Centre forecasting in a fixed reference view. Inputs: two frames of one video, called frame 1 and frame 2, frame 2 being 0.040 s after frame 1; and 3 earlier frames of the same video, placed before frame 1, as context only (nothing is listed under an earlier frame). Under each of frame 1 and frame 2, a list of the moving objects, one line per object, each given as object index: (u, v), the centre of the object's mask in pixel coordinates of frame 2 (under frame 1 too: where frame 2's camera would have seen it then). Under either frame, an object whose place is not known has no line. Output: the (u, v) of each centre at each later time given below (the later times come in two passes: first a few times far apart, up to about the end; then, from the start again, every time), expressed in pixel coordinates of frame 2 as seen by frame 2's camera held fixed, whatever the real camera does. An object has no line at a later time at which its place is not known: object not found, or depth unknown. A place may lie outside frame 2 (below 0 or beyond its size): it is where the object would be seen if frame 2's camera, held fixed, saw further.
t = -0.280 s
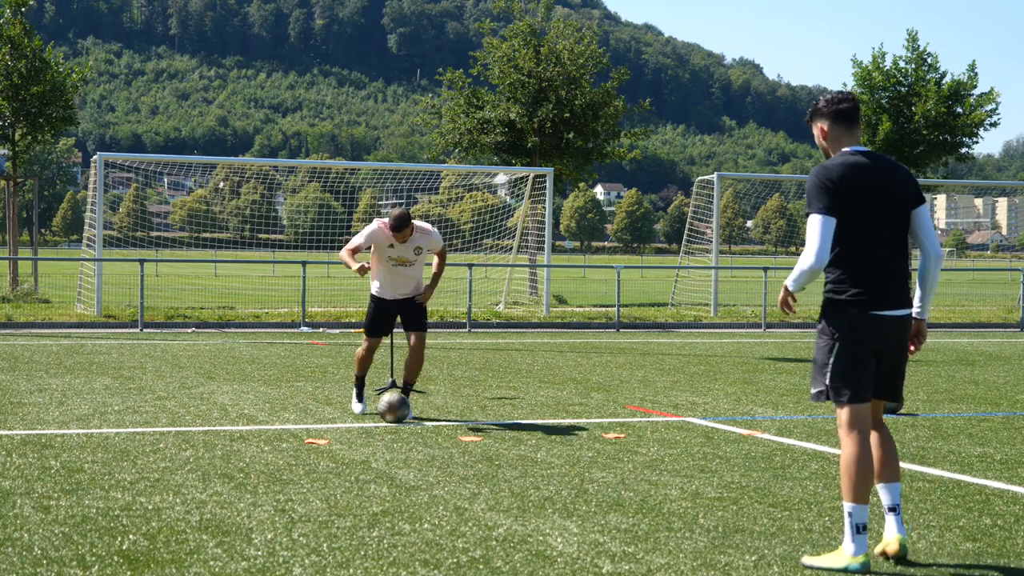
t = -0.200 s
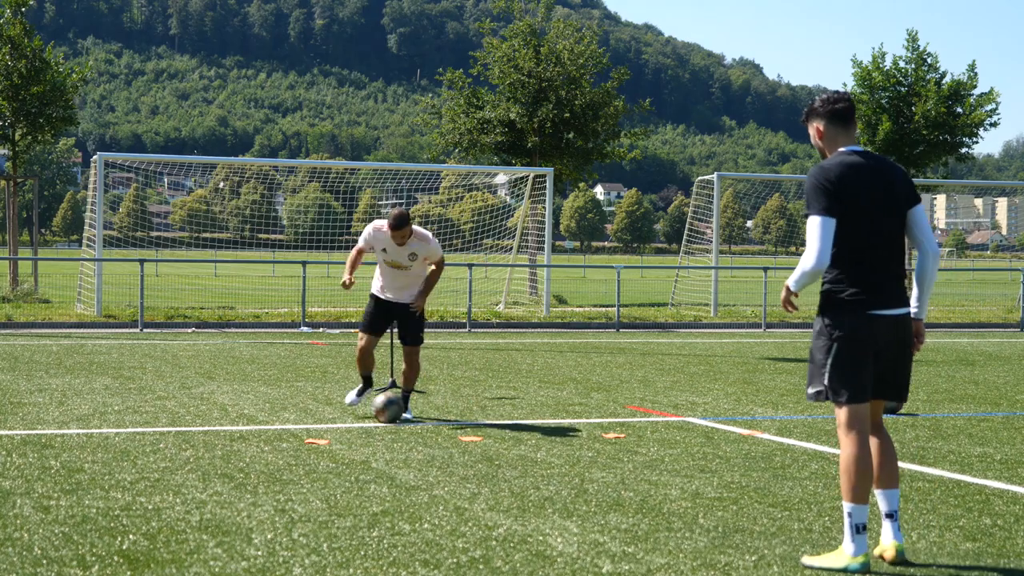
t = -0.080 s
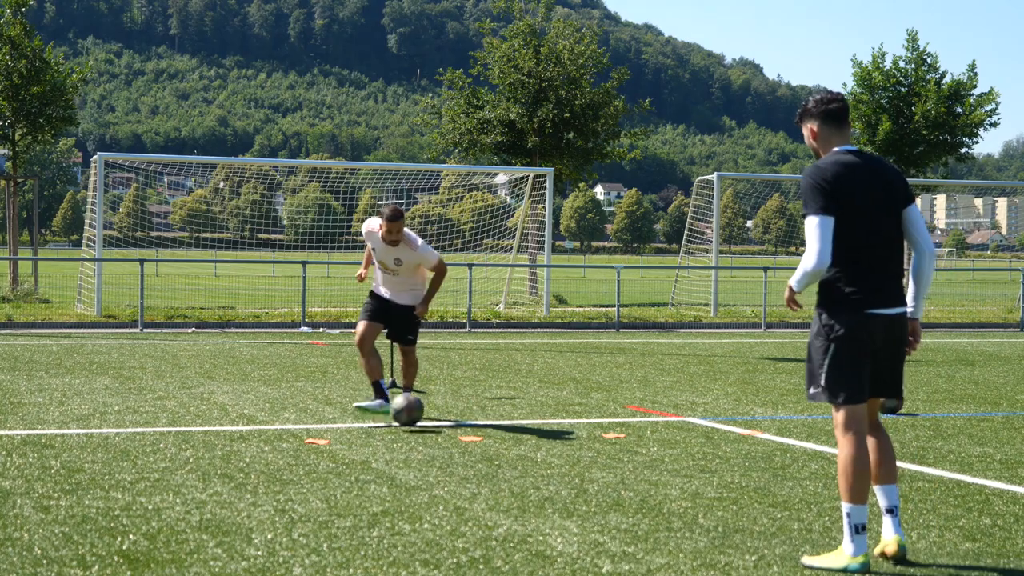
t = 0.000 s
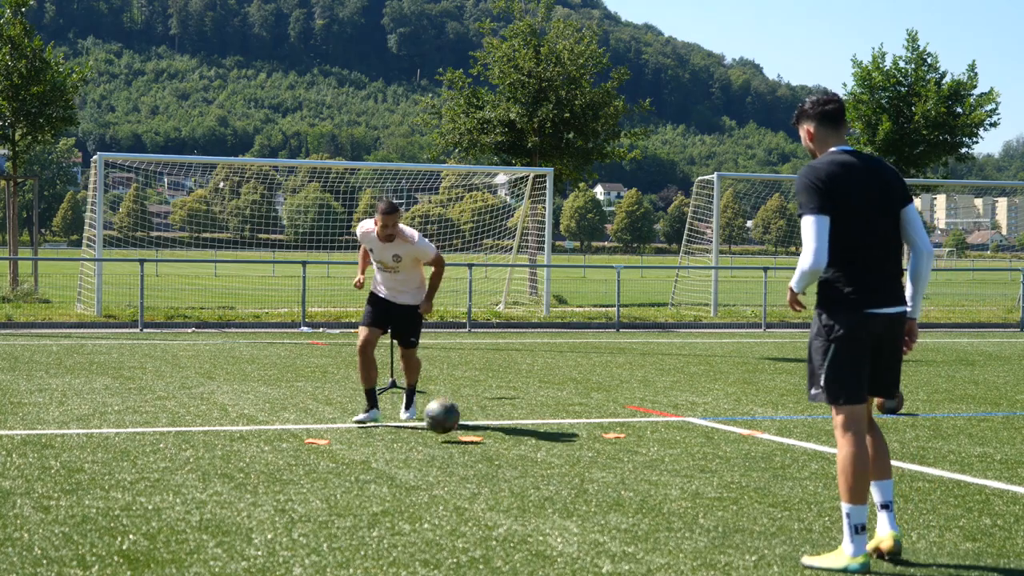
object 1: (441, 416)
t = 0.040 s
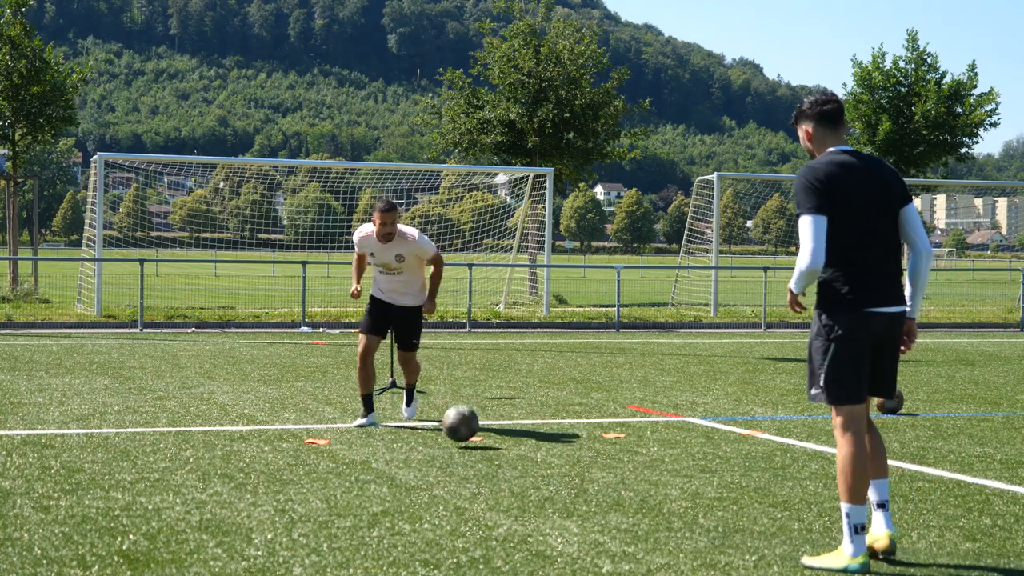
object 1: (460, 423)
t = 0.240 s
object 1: (558, 450)
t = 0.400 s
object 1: (644, 475)
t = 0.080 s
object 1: (480, 434)
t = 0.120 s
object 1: (499, 438)
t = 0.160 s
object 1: (517, 439)
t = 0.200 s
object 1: (537, 443)
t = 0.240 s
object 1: (558, 450)
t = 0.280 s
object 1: (580, 462)
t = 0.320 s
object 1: (601, 466)
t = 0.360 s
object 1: (622, 468)
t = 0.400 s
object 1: (644, 475)
